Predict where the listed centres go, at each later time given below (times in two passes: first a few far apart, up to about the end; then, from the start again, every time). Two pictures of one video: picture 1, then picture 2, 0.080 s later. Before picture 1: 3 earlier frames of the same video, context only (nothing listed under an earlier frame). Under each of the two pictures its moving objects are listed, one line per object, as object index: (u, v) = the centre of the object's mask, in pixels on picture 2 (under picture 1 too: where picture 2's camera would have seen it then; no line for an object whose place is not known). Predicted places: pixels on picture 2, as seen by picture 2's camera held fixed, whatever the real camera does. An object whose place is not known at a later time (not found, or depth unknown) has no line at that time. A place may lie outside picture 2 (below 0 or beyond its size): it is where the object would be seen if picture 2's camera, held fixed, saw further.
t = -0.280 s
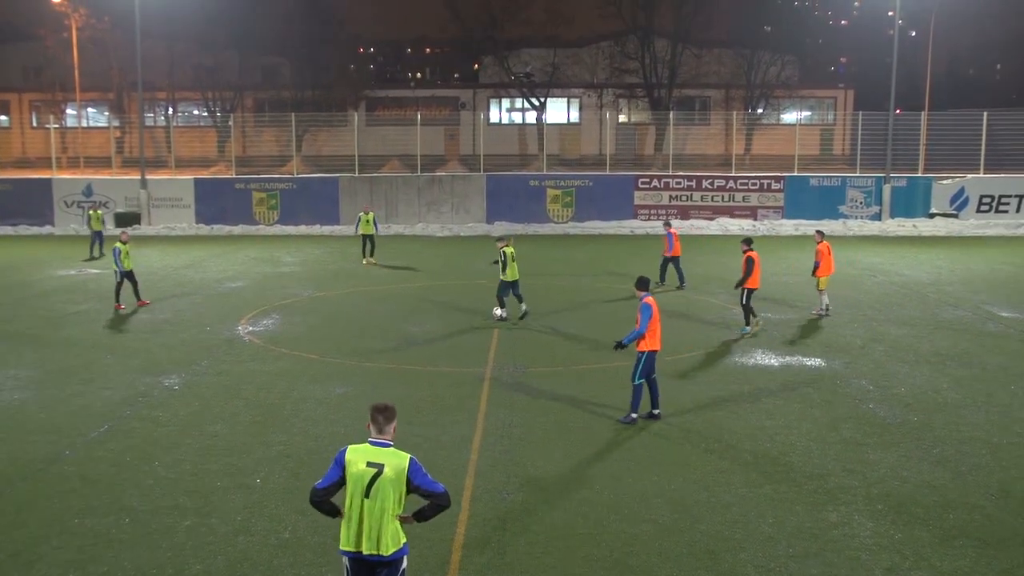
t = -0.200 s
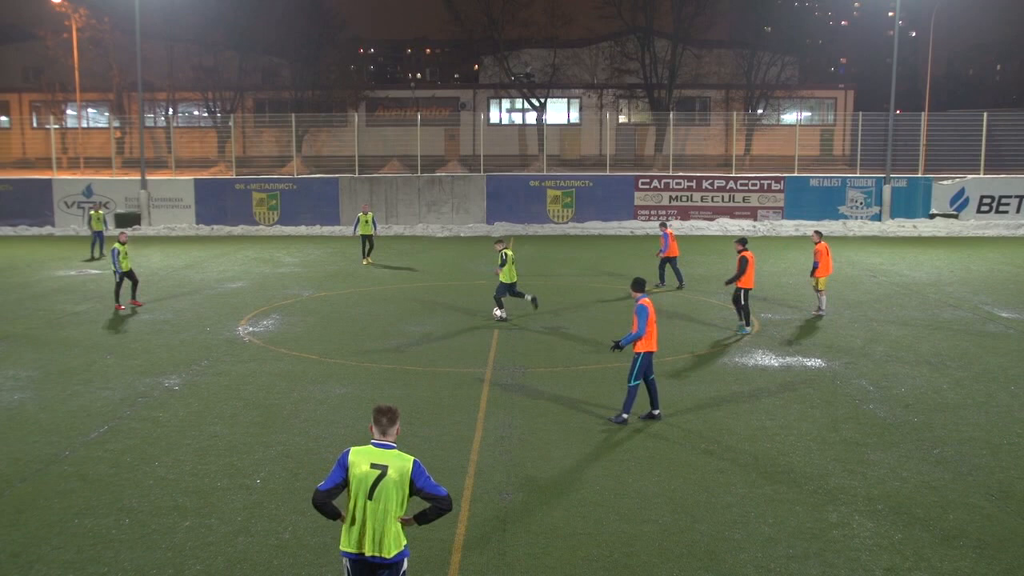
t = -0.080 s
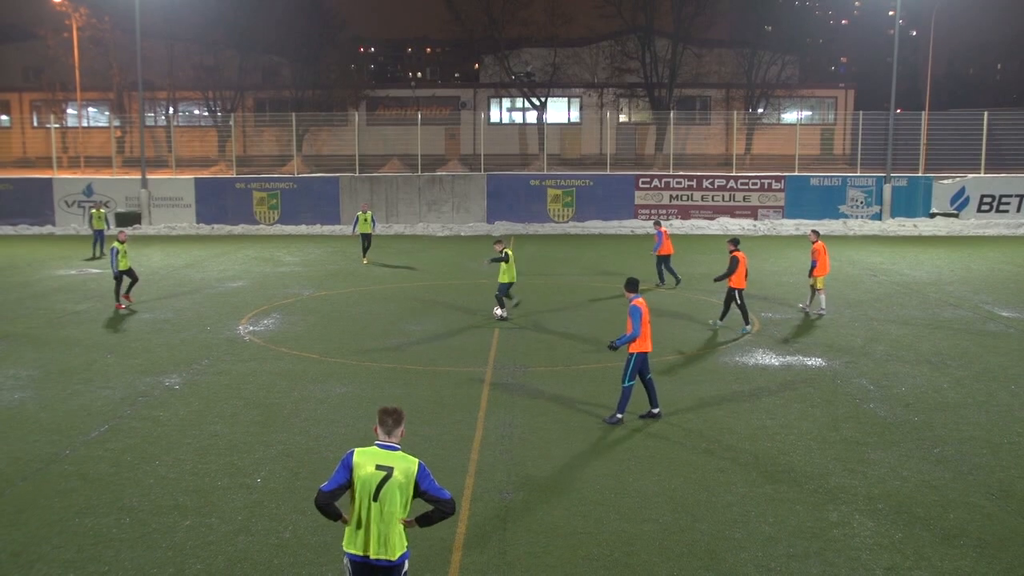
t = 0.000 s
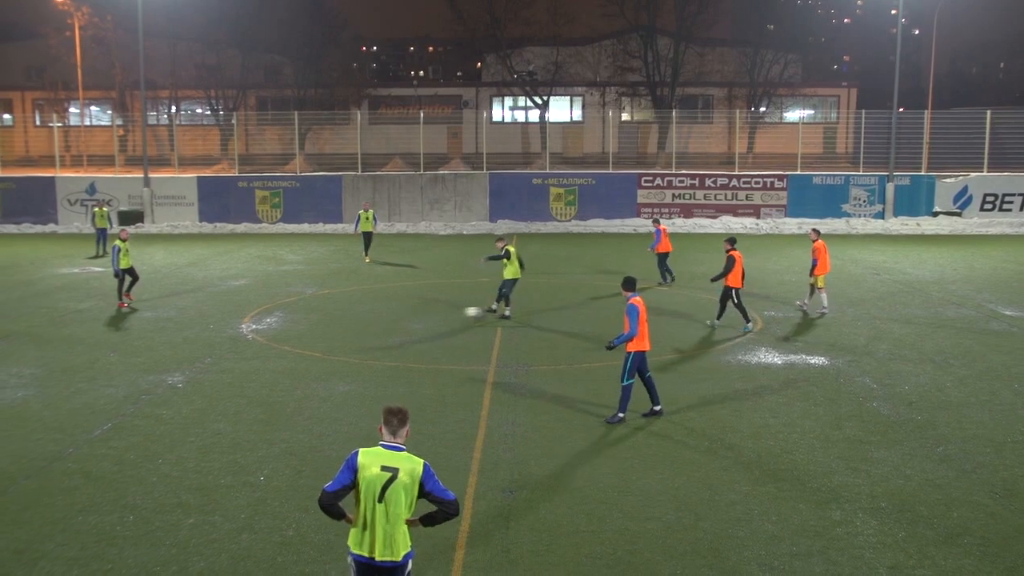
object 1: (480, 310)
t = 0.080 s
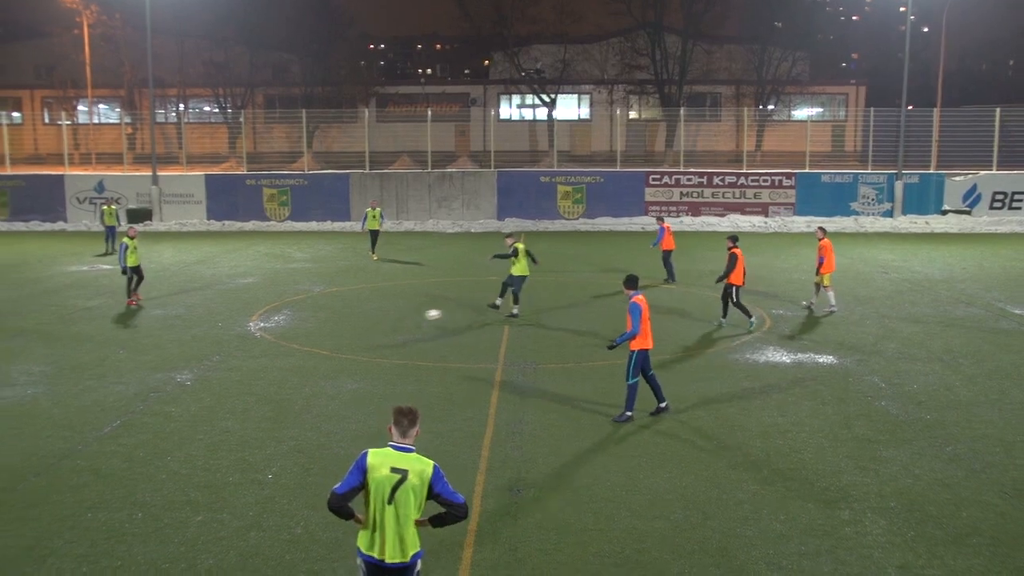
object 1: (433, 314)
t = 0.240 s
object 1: (336, 332)
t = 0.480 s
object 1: (178, 354)
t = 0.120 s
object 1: (409, 318)
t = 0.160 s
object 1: (386, 323)
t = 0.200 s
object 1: (360, 328)
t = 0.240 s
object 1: (336, 332)
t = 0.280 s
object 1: (311, 334)
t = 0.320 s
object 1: (286, 337)
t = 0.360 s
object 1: (258, 340)
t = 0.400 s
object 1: (232, 346)
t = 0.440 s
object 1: (205, 352)
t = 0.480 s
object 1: (178, 354)
